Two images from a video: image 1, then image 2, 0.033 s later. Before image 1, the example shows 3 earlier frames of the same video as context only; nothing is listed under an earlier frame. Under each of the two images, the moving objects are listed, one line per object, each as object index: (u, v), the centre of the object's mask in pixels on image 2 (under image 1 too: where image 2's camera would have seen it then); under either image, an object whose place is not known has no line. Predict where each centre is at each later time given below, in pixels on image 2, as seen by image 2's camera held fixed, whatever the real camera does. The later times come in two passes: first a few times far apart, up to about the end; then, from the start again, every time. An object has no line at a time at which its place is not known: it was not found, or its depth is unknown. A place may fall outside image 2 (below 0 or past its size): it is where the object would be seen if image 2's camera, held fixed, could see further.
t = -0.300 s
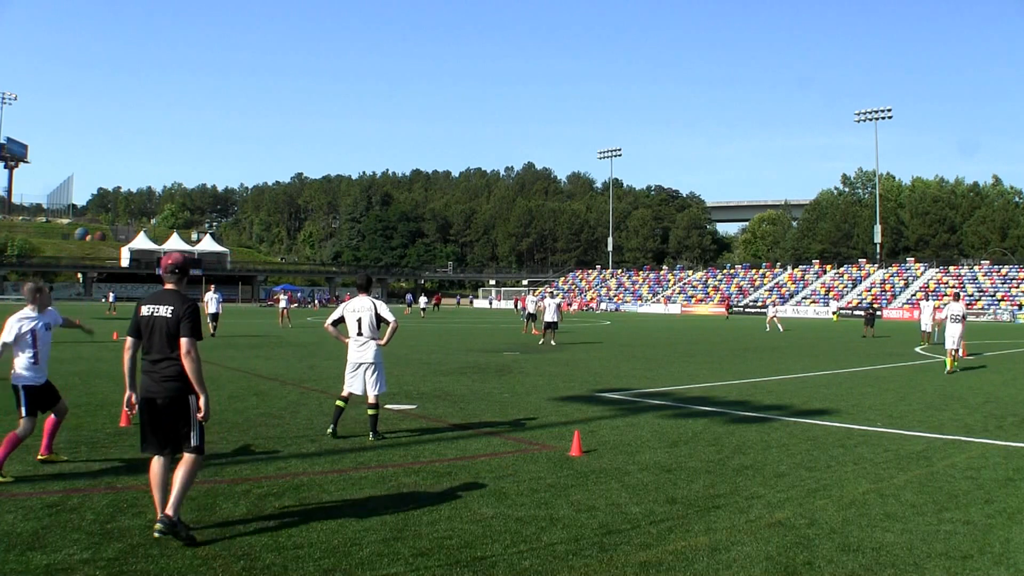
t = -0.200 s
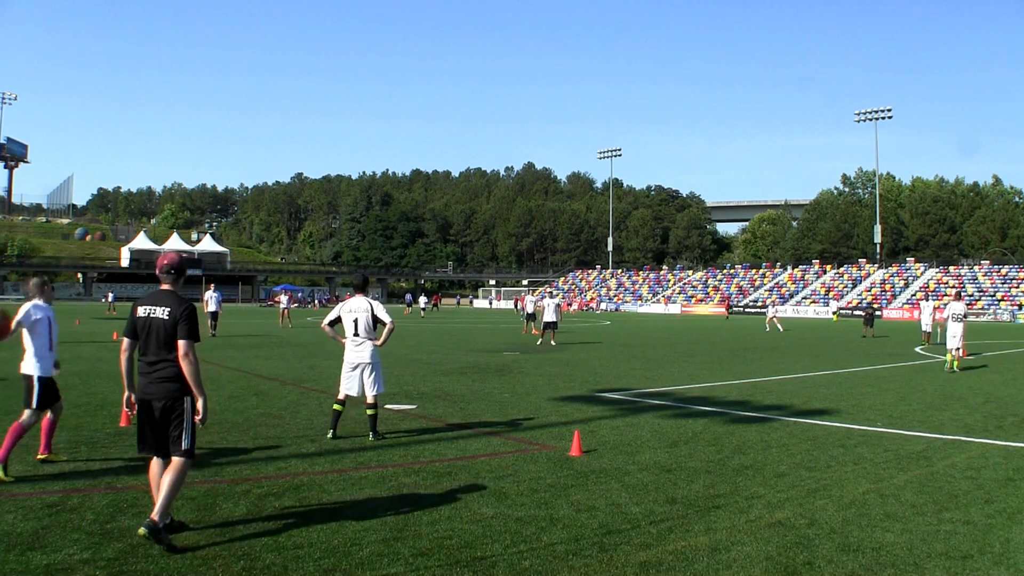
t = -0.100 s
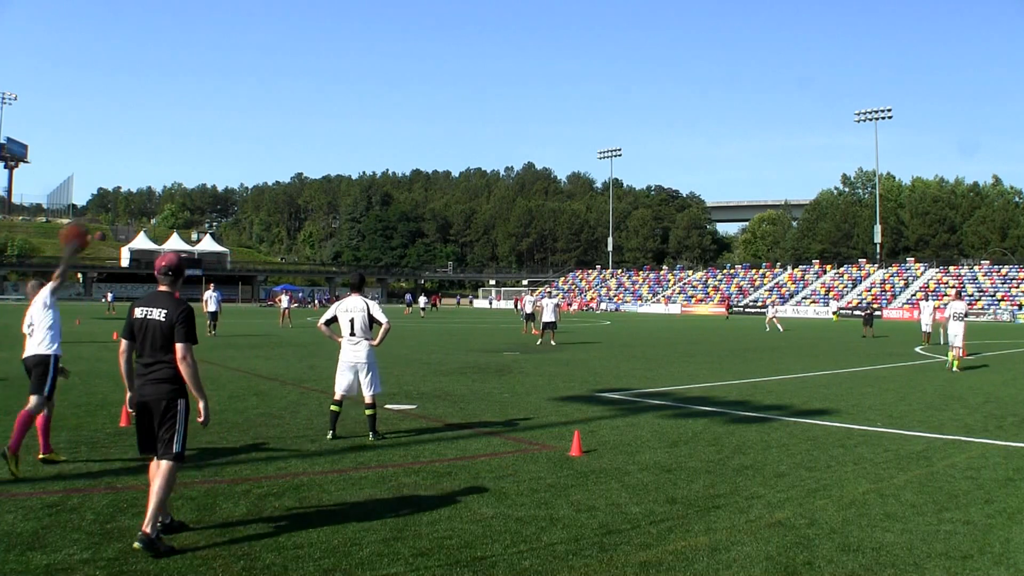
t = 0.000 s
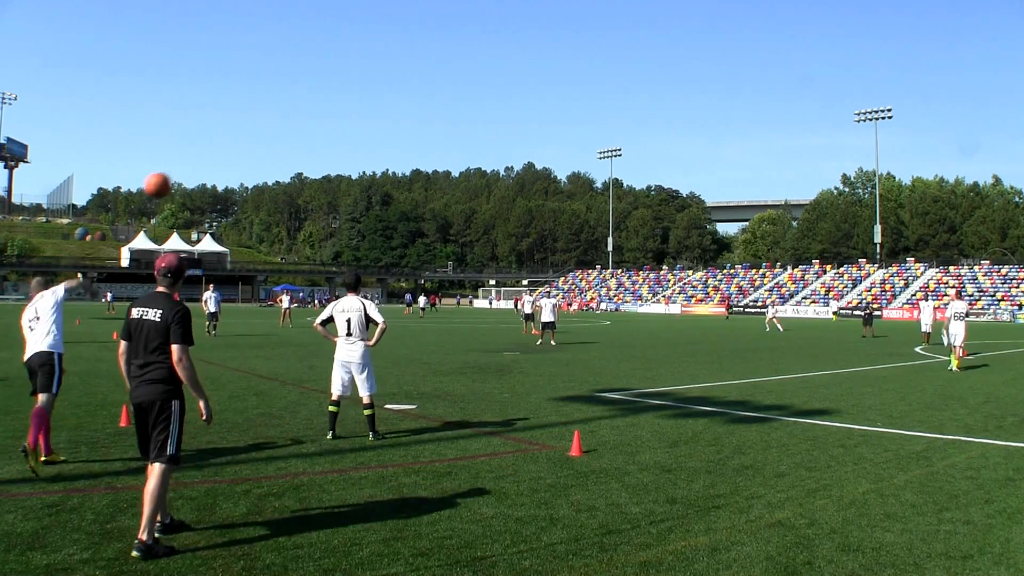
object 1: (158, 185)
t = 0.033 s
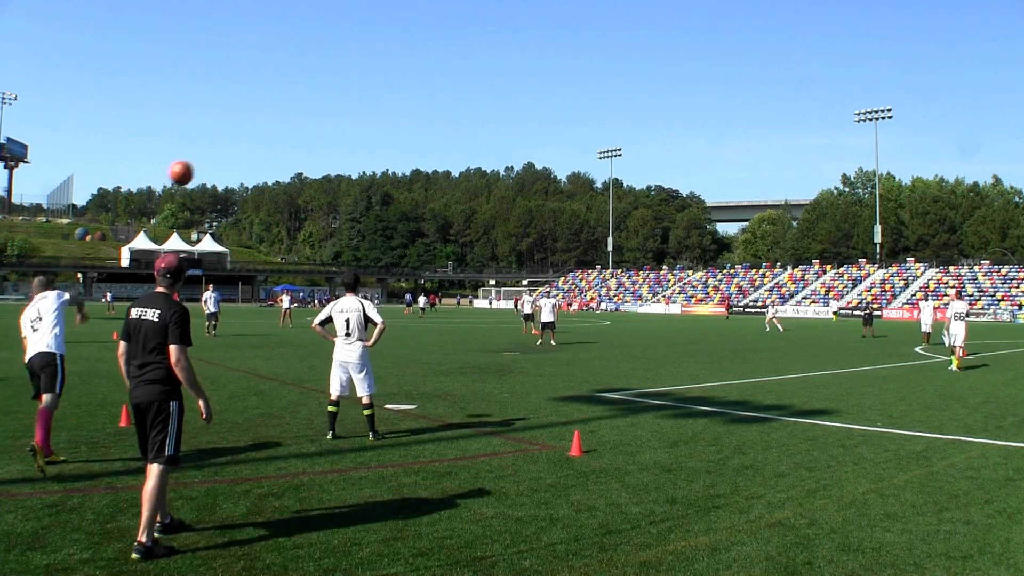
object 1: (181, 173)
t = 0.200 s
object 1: (268, 135)
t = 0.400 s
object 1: (337, 124)
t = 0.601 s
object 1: (383, 132)
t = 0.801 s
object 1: (416, 153)
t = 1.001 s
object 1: (439, 181)
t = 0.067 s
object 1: (201, 163)
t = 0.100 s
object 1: (220, 154)
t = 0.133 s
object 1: (237, 147)
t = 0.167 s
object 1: (254, 141)
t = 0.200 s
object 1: (268, 135)
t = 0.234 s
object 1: (282, 132)
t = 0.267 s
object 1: (295, 129)
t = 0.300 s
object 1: (306, 126)
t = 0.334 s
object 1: (317, 125)
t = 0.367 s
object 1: (328, 124)
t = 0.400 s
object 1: (337, 124)
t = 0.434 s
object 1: (346, 124)
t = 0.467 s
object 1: (354, 125)
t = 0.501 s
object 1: (362, 126)
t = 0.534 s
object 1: (370, 128)
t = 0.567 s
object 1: (377, 130)
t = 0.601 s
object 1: (383, 132)
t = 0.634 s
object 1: (389, 135)
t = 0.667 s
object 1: (395, 138)
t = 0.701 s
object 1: (400, 141)
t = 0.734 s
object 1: (406, 145)
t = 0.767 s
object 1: (411, 148)
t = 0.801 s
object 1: (416, 153)
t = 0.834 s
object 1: (420, 157)
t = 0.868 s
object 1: (425, 162)
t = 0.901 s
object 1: (428, 166)
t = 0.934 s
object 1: (432, 171)
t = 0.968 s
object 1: (435, 176)
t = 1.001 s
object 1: (439, 181)
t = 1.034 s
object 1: (443, 187)
